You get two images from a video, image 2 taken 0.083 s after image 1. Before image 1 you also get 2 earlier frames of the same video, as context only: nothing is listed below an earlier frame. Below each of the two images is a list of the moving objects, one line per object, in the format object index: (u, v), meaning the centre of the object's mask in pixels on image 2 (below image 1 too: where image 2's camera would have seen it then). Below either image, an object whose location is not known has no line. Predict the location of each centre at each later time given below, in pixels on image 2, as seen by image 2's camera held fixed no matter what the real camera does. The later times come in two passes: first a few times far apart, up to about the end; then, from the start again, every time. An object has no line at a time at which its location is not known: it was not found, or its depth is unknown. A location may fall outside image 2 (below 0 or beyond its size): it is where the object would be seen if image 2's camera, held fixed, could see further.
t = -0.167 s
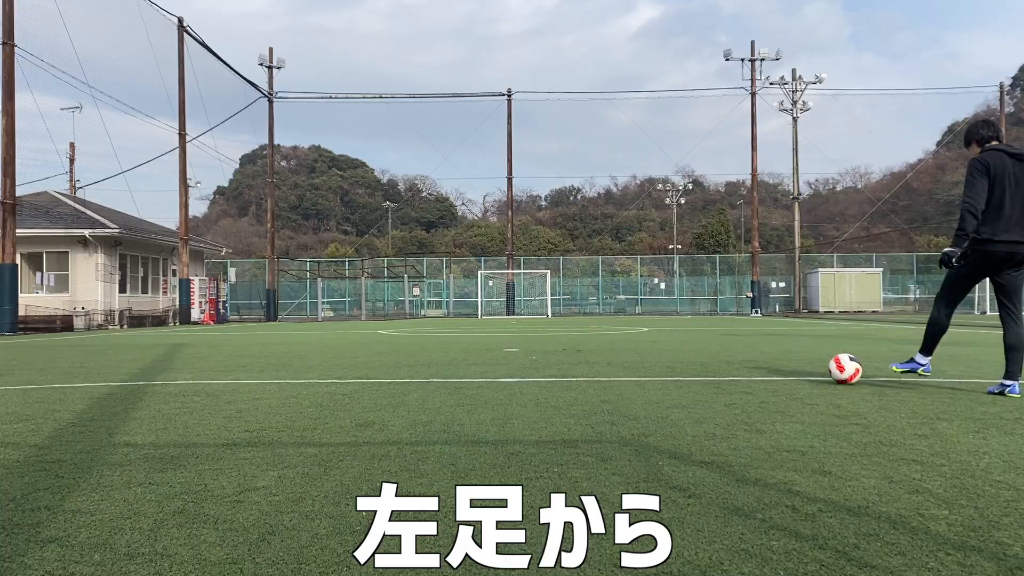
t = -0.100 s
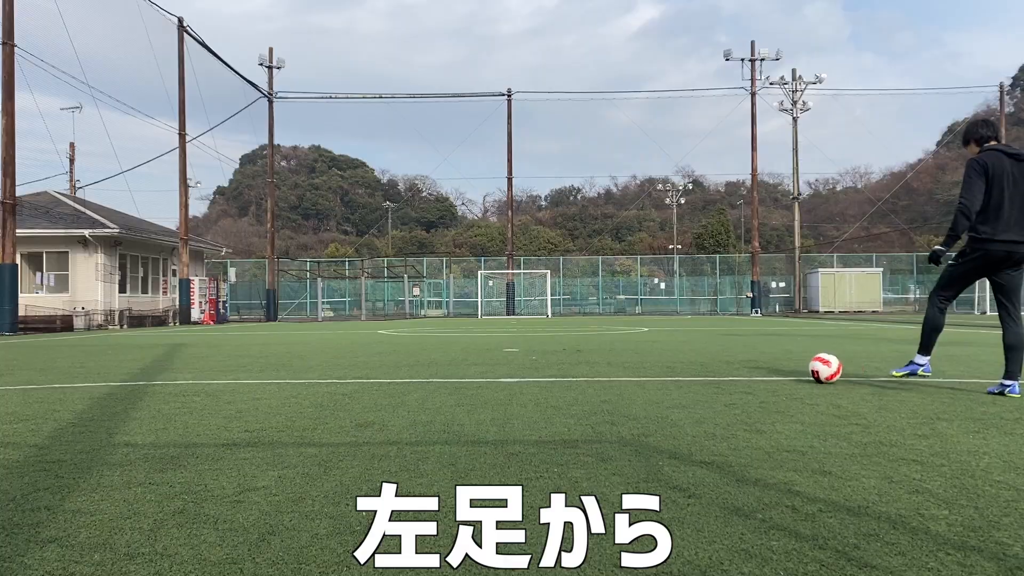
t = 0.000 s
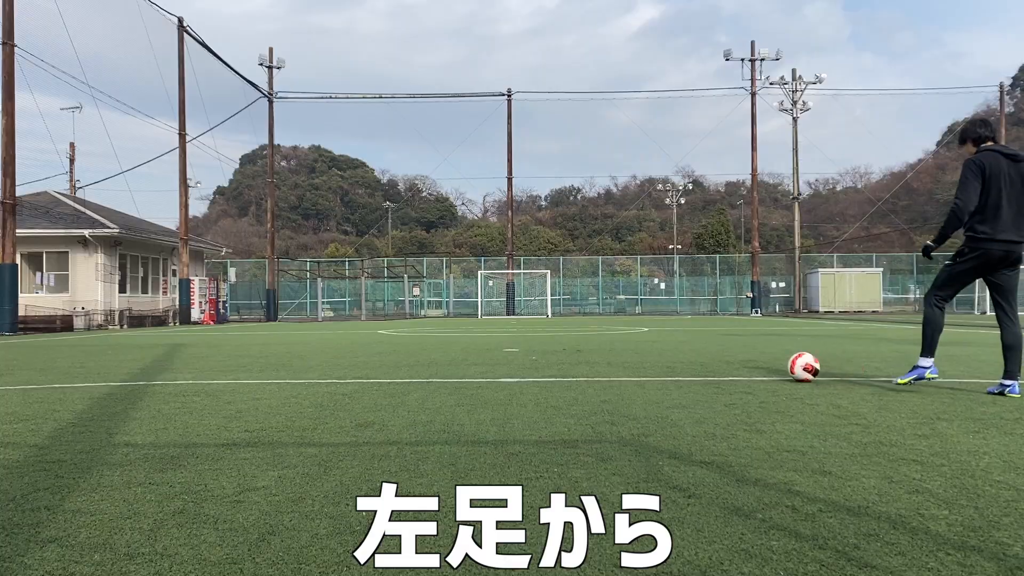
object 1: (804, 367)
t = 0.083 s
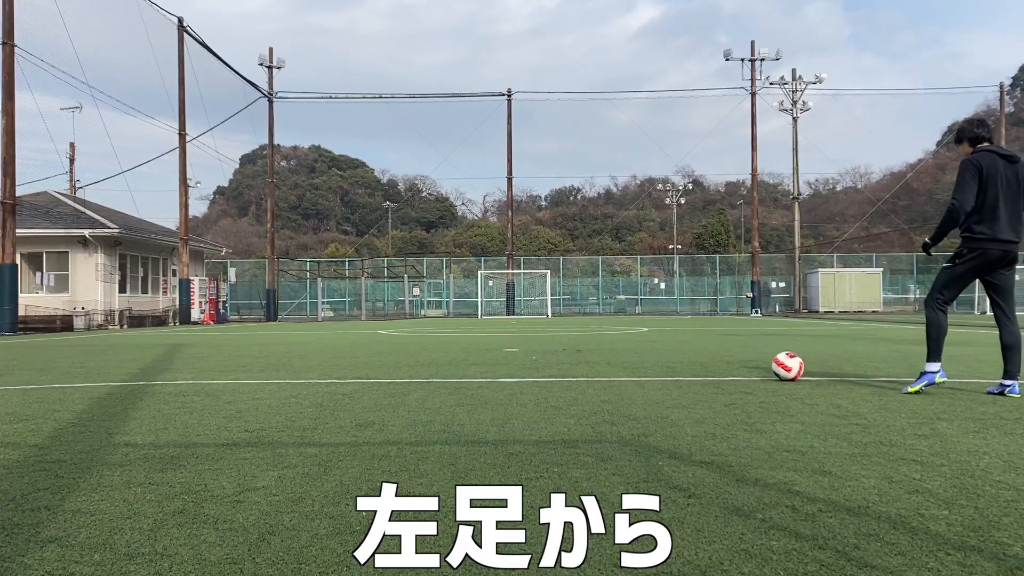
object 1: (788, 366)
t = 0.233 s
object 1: (759, 365)
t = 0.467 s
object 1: (721, 362)
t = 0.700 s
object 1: (685, 361)
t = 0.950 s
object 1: (652, 359)
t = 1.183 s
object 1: (624, 358)
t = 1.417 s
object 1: (600, 356)
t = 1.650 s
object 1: (577, 354)
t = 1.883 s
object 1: (557, 353)
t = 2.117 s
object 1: (540, 352)
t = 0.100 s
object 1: (785, 366)
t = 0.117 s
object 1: (781, 366)
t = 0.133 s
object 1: (778, 365)
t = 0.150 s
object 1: (775, 365)
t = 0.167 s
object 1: (772, 365)
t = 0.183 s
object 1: (769, 365)
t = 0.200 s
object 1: (766, 365)
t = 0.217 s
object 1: (762, 365)
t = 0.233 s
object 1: (759, 365)
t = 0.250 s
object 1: (757, 364)
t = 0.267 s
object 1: (754, 364)
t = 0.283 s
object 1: (751, 364)
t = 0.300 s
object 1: (748, 364)
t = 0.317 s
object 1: (745, 364)
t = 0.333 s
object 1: (742, 364)
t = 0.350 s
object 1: (740, 363)
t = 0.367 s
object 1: (737, 363)
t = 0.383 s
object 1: (734, 363)
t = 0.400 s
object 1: (732, 363)
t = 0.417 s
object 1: (729, 363)
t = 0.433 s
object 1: (726, 362)
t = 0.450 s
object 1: (724, 362)
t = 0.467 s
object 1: (721, 362)
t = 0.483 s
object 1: (718, 362)
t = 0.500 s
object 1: (716, 362)
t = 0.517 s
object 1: (713, 362)
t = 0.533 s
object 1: (710, 362)
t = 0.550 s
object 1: (708, 362)
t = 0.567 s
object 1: (706, 362)
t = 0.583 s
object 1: (703, 361)
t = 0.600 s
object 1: (700, 362)
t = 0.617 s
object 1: (698, 361)
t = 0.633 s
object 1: (695, 361)
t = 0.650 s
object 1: (693, 361)
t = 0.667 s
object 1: (691, 361)
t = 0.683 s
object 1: (688, 361)
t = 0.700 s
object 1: (685, 361)
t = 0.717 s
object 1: (683, 361)
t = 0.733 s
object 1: (681, 361)
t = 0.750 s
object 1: (678, 361)
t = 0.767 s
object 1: (676, 361)
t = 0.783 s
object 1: (674, 360)
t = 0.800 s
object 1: (672, 360)
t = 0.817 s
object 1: (670, 360)
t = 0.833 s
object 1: (667, 360)
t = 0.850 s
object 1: (665, 359)
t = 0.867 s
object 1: (663, 360)
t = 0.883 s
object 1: (661, 360)
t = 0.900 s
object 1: (659, 359)
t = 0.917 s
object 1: (657, 359)
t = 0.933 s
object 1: (655, 359)
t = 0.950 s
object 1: (652, 359)
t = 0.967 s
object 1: (650, 359)
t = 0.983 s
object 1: (648, 359)
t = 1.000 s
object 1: (646, 359)
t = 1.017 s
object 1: (644, 359)
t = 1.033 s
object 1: (642, 358)
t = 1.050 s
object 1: (640, 358)
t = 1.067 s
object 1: (638, 358)
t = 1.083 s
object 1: (636, 358)
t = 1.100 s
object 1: (634, 358)
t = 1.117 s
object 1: (632, 358)
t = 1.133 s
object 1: (630, 358)
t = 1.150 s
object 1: (628, 358)
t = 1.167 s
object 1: (626, 358)
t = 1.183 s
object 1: (624, 358)
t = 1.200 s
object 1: (622, 358)
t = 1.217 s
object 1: (620, 358)
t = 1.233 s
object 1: (618, 358)
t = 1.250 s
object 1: (617, 358)
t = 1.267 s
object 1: (615, 357)
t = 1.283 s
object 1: (613, 357)
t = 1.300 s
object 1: (611, 357)
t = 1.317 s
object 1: (610, 357)
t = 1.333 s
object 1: (608, 357)
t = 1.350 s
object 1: (606, 357)
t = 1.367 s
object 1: (605, 356)
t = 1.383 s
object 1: (603, 356)
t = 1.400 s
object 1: (601, 356)
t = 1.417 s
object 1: (600, 356)
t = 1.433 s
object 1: (598, 356)
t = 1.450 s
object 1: (597, 356)
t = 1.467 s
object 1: (595, 356)
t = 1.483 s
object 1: (593, 356)
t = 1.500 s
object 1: (591, 355)
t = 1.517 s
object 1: (590, 356)
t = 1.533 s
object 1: (588, 355)
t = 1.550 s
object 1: (586, 355)
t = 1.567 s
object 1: (585, 355)
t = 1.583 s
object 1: (583, 355)
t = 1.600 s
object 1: (582, 354)
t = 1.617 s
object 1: (580, 355)
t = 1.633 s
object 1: (578, 355)
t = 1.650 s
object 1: (577, 354)
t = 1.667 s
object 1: (576, 354)
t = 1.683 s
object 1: (574, 354)
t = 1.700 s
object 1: (573, 354)
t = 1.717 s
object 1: (571, 354)
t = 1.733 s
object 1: (570, 354)
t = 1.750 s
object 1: (568, 354)
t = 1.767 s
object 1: (566, 354)
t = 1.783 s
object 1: (565, 354)
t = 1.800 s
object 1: (564, 354)
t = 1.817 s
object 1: (562, 354)
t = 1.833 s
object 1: (561, 354)
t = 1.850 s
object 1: (560, 354)
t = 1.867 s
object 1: (559, 353)
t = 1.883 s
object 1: (557, 353)
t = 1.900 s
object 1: (556, 353)
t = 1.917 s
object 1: (555, 353)
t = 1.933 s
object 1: (553, 353)
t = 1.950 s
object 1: (552, 353)
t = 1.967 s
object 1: (551, 353)
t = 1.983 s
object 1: (550, 353)
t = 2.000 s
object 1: (548, 353)
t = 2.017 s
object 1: (547, 353)
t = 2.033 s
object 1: (546, 353)
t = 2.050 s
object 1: (545, 353)
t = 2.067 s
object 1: (544, 353)
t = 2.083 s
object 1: (542, 352)
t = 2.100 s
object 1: (541, 352)
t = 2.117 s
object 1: (540, 352)
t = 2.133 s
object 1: (539, 352)
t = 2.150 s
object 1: (538, 352)
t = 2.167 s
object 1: (536, 353)
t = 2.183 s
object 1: (535, 353)
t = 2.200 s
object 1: (534, 353)
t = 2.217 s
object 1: (533, 352)
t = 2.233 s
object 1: (532, 352)
